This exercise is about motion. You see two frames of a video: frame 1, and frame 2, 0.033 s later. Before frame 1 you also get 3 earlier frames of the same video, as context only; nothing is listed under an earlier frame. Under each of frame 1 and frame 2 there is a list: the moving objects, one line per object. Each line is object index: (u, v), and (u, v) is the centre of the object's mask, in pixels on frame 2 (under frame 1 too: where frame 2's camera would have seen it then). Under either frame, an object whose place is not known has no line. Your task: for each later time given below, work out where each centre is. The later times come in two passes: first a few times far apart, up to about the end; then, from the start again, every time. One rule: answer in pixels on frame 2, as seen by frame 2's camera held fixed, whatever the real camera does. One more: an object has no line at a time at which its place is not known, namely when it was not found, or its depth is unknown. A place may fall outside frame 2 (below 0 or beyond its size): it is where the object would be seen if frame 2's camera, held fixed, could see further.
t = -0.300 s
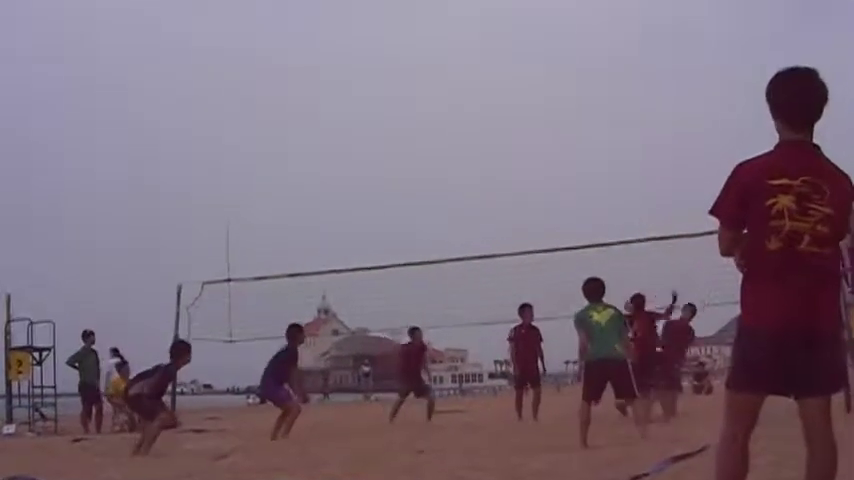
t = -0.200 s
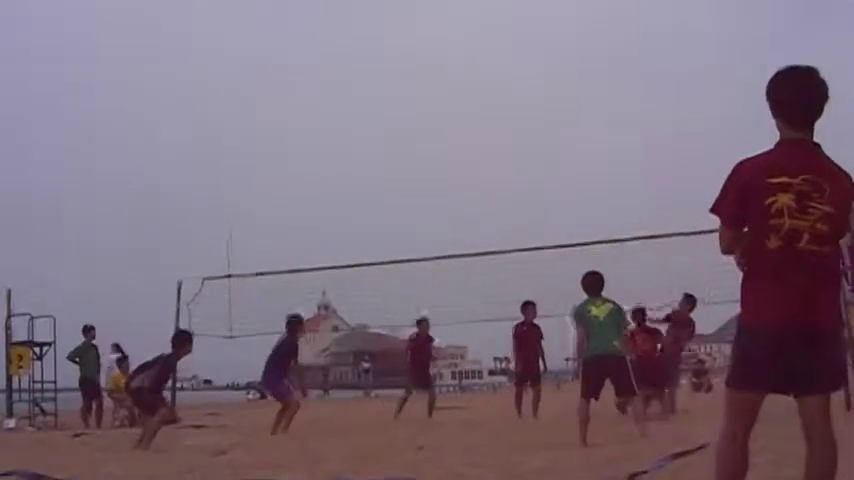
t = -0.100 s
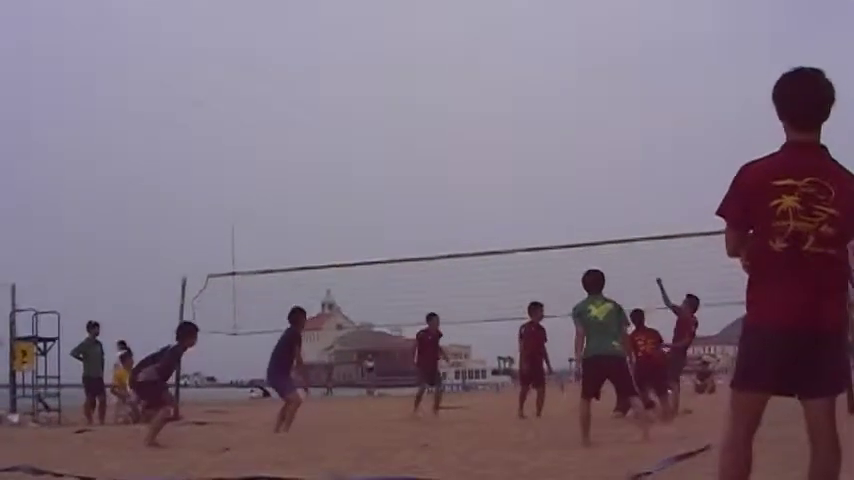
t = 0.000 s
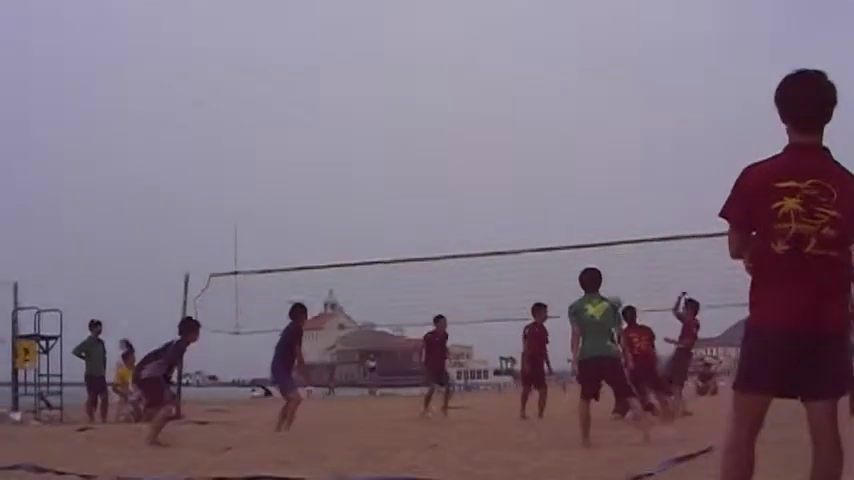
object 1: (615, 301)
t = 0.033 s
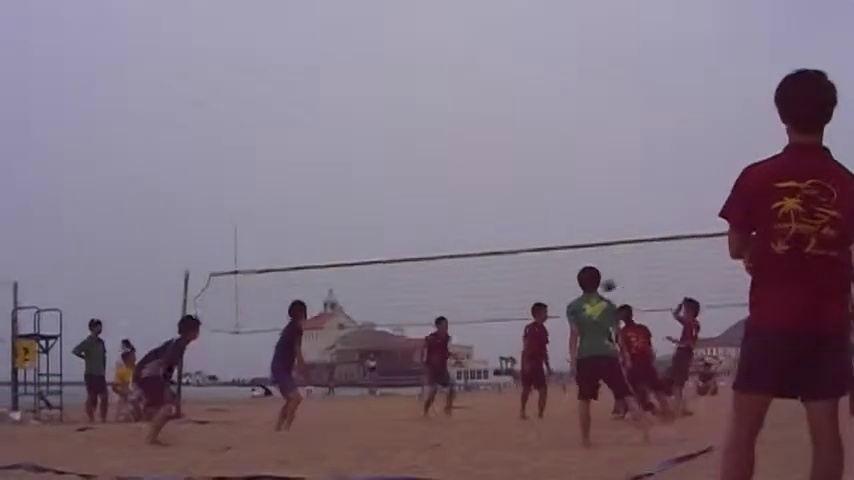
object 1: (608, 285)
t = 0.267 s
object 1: (559, 188)
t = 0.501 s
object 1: (519, 135)
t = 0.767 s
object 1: (482, 117)
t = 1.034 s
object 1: (453, 143)
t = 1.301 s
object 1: (432, 207)
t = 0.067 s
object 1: (601, 268)
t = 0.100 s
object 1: (592, 254)
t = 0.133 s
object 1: (586, 240)
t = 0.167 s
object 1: (578, 225)
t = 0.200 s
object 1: (572, 211)
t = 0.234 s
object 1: (566, 199)
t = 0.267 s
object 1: (559, 188)
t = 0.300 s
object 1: (553, 178)
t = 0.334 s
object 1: (548, 169)
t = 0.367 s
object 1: (541, 160)
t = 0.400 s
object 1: (536, 153)
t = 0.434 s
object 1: (531, 145)
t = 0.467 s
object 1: (525, 139)
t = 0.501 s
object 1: (519, 135)
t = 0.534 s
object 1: (515, 130)
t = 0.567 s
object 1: (510, 125)
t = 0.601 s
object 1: (505, 122)
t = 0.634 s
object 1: (500, 120)
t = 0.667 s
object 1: (495, 118)
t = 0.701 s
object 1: (491, 117)
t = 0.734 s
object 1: (486, 117)
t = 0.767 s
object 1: (482, 117)
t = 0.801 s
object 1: (477, 118)
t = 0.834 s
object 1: (474, 120)
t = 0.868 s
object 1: (471, 122)
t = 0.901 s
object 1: (467, 125)
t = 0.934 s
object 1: (463, 129)
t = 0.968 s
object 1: (460, 133)
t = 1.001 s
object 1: (456, 137)
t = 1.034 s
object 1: (453, 143)
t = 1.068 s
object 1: (450, 149)
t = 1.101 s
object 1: (447, 155)
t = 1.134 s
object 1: (444, 163)
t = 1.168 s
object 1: (441, 171)
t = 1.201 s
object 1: (439, 179)
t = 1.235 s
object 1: (436, 188)
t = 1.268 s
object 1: (434, 197)
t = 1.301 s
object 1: (432, 207)
